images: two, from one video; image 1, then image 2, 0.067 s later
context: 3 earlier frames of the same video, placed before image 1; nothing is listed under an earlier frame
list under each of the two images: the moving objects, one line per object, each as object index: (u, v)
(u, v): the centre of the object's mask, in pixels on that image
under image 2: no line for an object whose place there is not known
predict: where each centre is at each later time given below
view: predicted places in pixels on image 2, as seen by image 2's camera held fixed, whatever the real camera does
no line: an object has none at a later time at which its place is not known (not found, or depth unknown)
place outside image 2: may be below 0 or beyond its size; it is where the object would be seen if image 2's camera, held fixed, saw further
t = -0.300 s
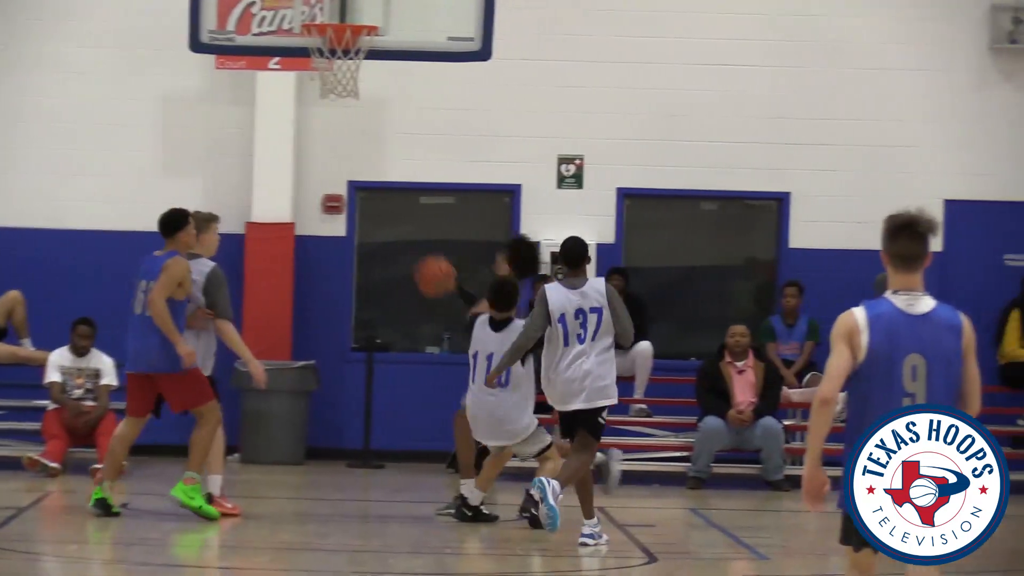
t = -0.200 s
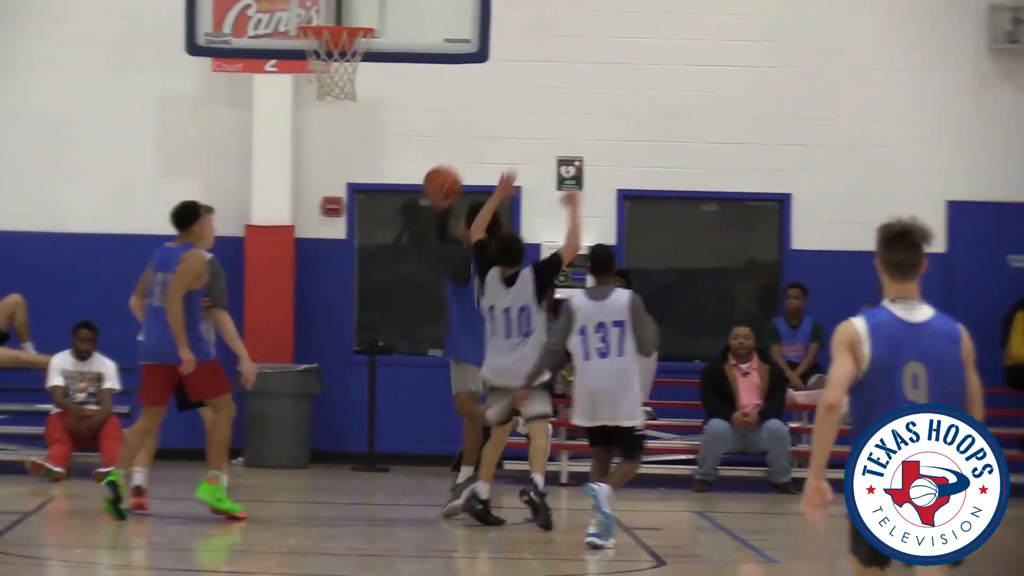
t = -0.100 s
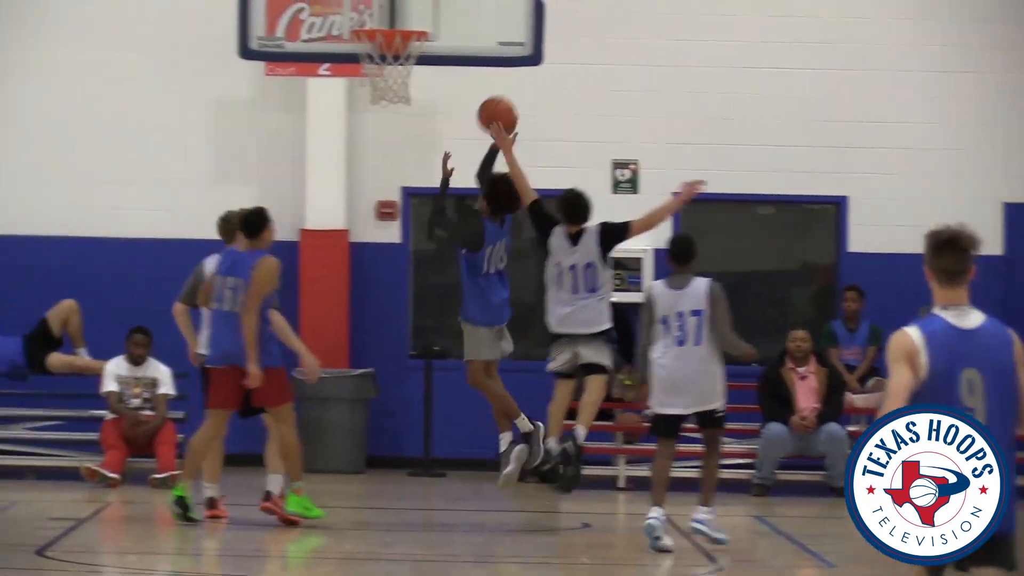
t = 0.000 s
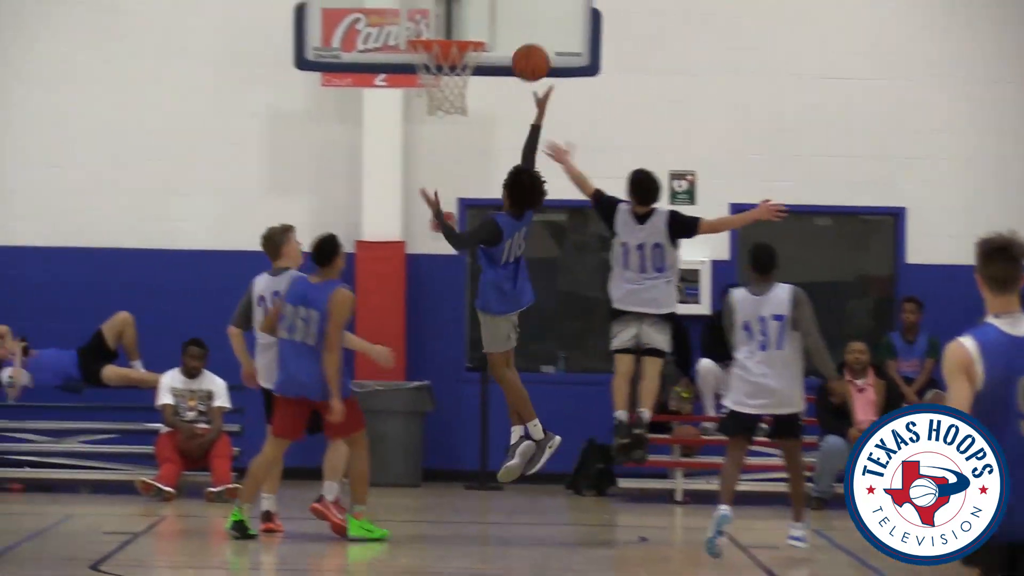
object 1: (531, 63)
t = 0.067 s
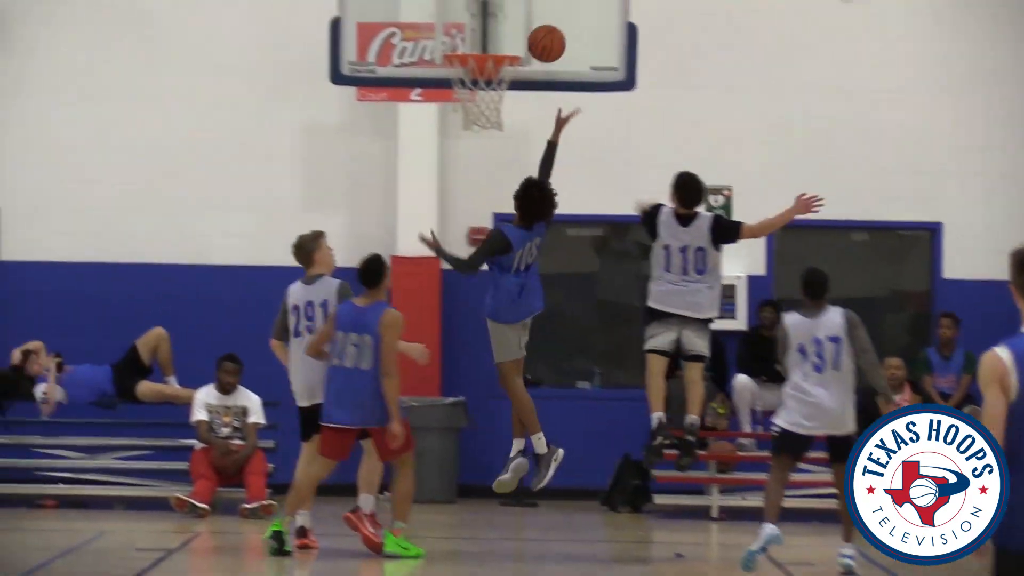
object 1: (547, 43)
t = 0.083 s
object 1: (541, 36)
